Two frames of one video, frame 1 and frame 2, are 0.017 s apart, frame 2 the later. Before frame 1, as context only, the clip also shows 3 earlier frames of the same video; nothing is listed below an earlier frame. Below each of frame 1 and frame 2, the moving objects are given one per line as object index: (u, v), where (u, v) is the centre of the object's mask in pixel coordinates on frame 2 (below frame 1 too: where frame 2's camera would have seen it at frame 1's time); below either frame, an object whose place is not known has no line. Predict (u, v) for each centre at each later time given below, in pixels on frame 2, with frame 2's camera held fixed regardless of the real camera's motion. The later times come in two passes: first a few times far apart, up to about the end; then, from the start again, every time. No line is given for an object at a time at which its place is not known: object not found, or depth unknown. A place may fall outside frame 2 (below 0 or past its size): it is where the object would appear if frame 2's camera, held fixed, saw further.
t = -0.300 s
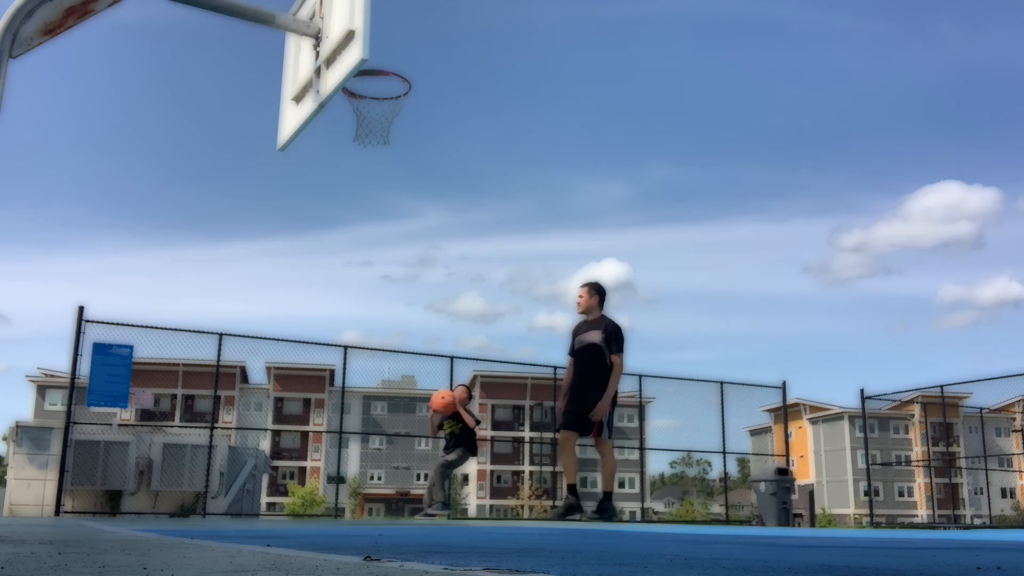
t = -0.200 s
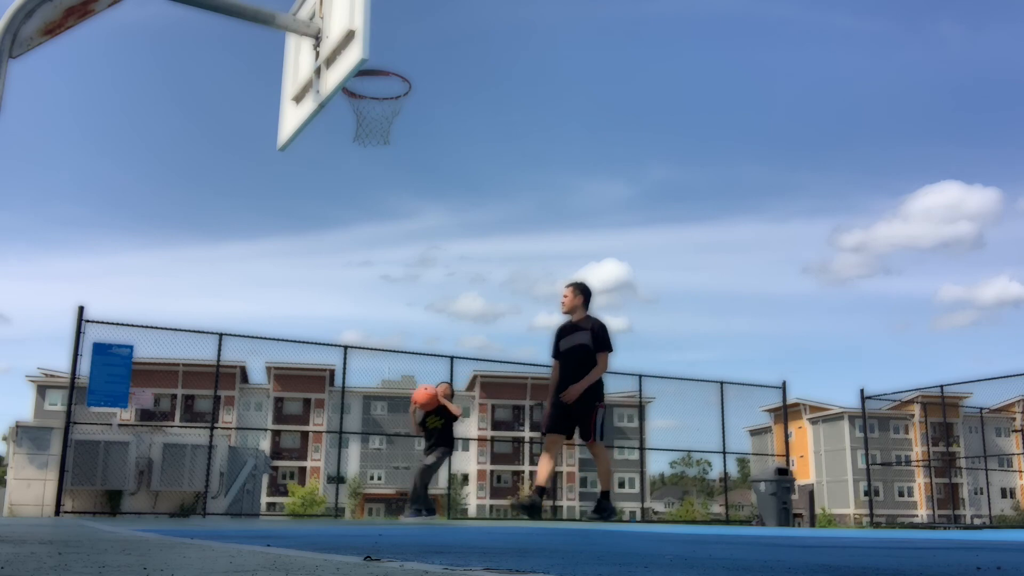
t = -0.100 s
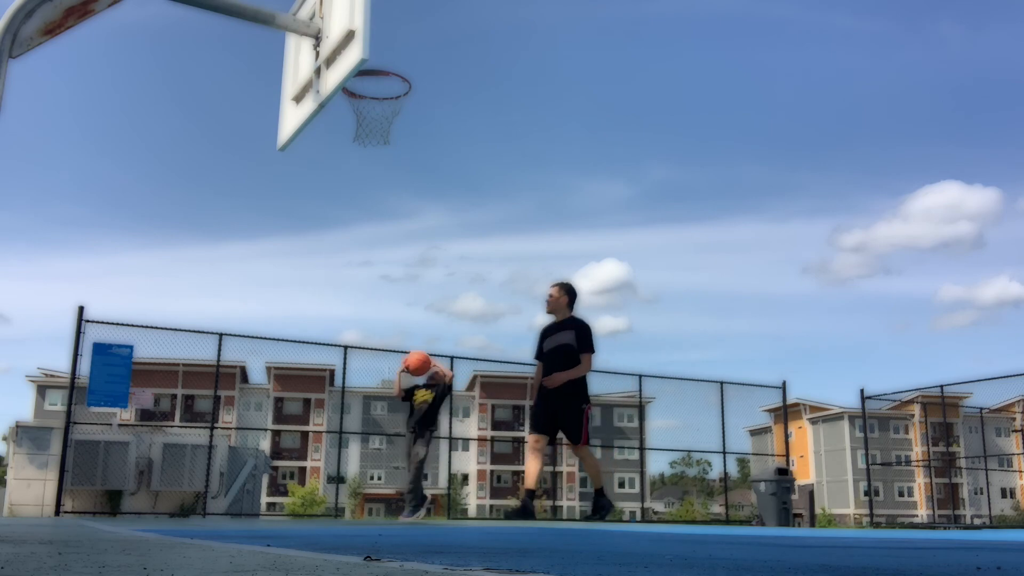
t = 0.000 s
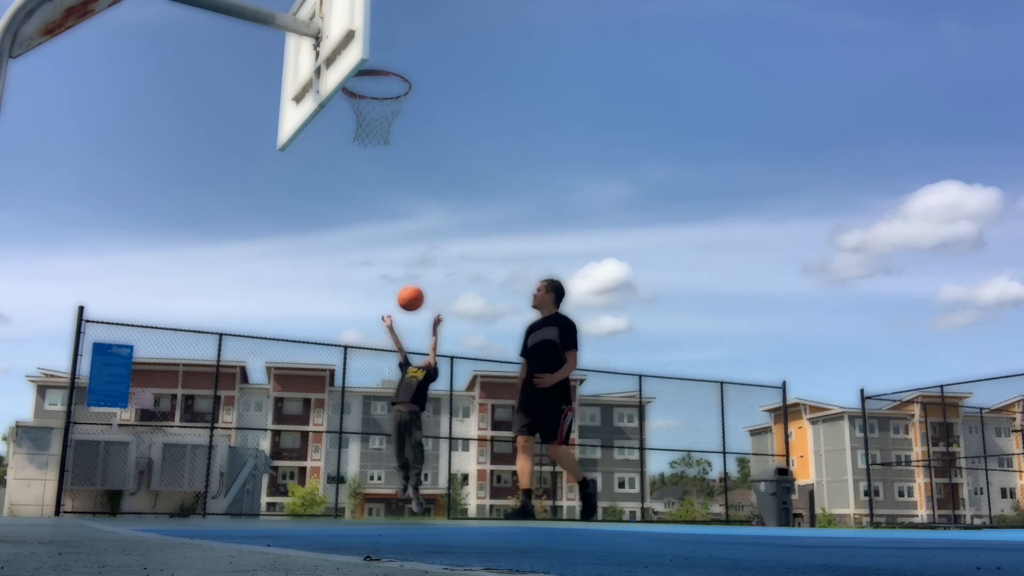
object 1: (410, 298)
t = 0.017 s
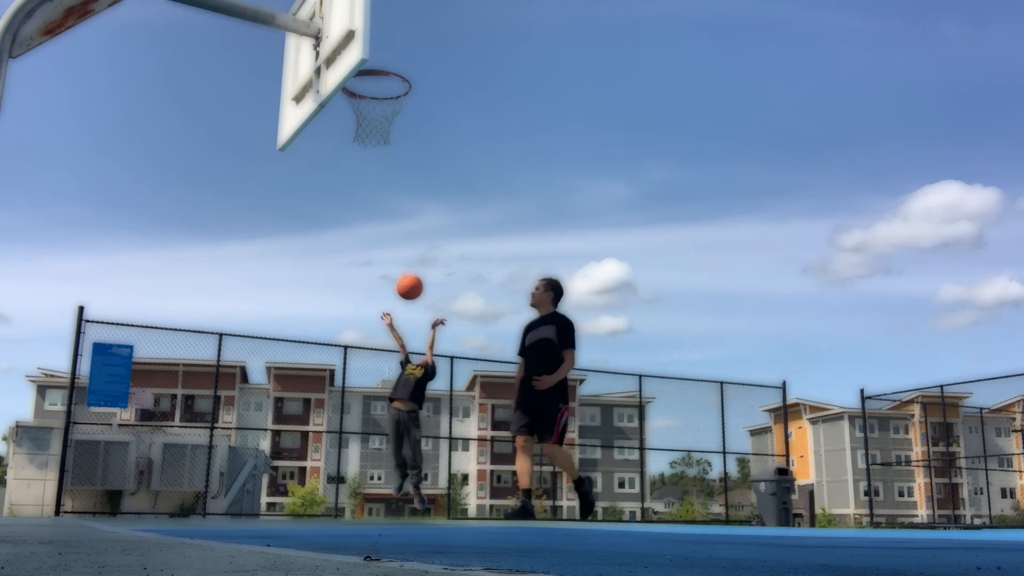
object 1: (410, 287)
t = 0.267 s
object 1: (394, 153)
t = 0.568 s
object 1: (370, 84)
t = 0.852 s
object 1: (371, 87)
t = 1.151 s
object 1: (398, 122)
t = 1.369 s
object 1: (369, 153)
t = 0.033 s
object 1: (409, 276)
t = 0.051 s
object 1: (408, 265)
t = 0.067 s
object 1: (407, 255)
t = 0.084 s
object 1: (406, 245)
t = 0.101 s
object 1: (405, 235)
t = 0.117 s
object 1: (404, 226)
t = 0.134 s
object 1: (403, 216)
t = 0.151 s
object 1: (402, 207)
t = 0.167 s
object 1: (401, 199)
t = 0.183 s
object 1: (400, 190)
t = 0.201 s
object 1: (399, 182)
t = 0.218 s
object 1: (398, 175)
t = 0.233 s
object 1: (396, 167)
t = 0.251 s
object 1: (396, 160)
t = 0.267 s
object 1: (394, 153)
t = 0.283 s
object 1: (393, 146)
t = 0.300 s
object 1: (392, 140)
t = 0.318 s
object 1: (391, 134)
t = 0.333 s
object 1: (390, 128)
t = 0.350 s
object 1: (389, 123)
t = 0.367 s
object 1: (387, 117)
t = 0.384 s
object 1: (386, 113)
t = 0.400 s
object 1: (384, 108)
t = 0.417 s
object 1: (383, 104)
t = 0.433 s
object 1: (382, 100)
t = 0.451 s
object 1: (380, 96)
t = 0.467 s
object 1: (379, 93)
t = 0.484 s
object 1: (378, 90)
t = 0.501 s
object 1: (376, 88)
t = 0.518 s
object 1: (375, 87)
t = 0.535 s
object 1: (373, 87)
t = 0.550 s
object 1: (372, 85)
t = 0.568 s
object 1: (370, 84)
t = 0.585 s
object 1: (369, 83)
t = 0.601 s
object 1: (367, 83)
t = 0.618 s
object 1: (366, 83)
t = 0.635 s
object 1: (364, 83)
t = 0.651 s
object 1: (363, 83)
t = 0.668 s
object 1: (361, 84)
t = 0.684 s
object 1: (361, 84)
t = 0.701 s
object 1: (361, 84)
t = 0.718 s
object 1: (361, 84)
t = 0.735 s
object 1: (360, 84)
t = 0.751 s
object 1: (361, 84)
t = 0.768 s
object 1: (362, 84)
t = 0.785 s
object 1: (363, 85)
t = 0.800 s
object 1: (365, 85)
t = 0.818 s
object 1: (366, 85)
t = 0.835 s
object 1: (369, 85)
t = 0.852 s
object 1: (371, 87)
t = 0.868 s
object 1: (375, 88)
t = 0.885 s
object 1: (378, 90)
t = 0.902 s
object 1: (381, 92)
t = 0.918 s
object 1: (383, 96)
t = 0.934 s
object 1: (386, 99)
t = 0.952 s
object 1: (389, 102)
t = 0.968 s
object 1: (391, 104)
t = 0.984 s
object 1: (394, 106)
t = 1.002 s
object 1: (396, 108)
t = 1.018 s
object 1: (398, 109)
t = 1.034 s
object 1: (399, 111)
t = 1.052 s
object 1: (400, 112)
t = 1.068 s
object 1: (400, 114)
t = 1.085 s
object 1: (400, 116)
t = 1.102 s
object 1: (400, 117)
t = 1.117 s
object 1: (399, 119)
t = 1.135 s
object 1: (399, 120)
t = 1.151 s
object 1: (398, 122)
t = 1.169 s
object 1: (396, 124)
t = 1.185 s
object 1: (394, 125)
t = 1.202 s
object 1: (392, 127)
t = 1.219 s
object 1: (390, 129)
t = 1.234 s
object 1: (388, 130)
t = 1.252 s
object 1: (386, 132)
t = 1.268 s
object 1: (383, 134)
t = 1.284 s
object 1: (381, 137)
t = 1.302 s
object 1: (378, 139)
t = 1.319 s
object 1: (376, 142)
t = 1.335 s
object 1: (374, 145)
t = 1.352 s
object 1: (371, 149)
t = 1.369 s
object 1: (369, 153)
